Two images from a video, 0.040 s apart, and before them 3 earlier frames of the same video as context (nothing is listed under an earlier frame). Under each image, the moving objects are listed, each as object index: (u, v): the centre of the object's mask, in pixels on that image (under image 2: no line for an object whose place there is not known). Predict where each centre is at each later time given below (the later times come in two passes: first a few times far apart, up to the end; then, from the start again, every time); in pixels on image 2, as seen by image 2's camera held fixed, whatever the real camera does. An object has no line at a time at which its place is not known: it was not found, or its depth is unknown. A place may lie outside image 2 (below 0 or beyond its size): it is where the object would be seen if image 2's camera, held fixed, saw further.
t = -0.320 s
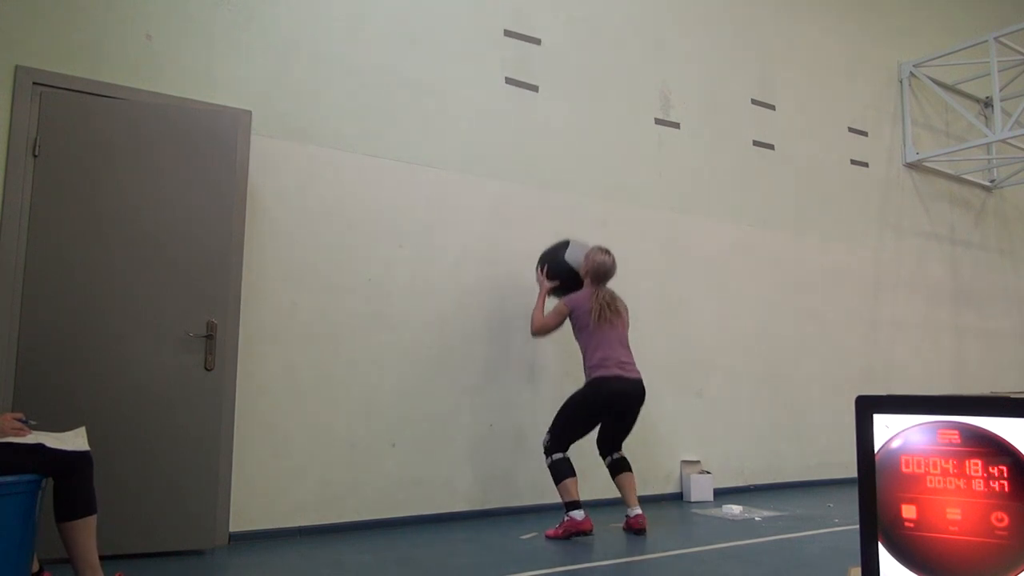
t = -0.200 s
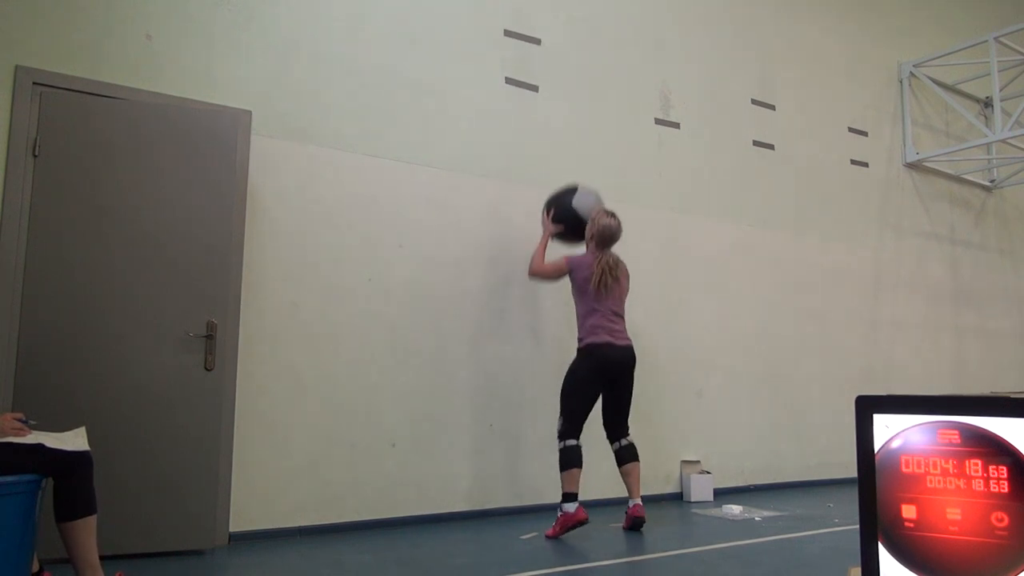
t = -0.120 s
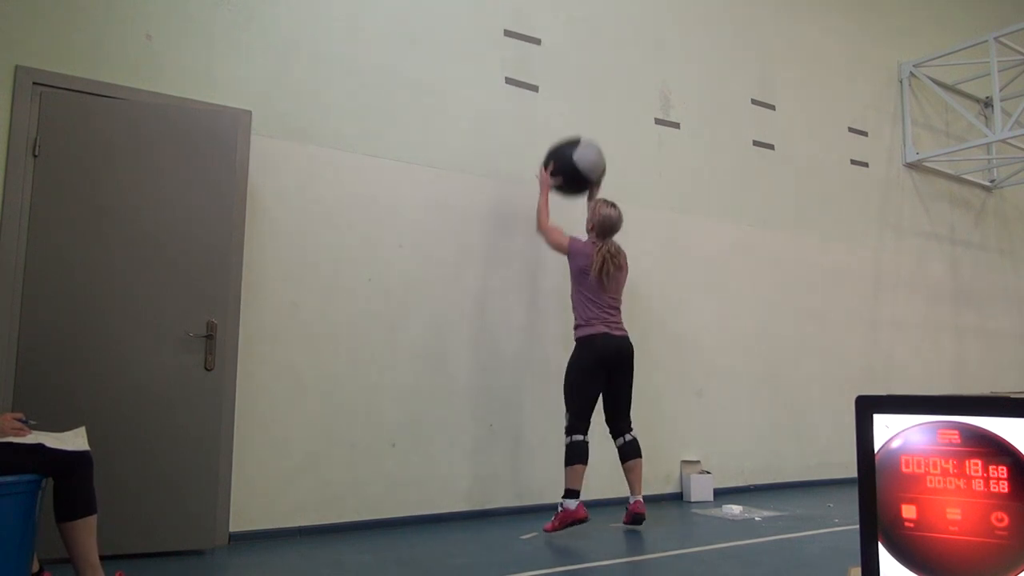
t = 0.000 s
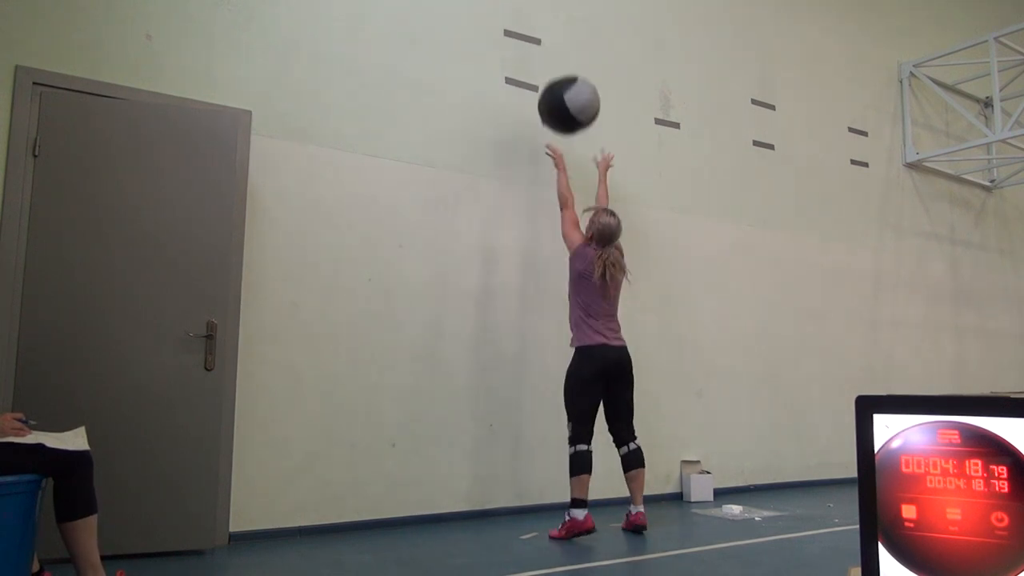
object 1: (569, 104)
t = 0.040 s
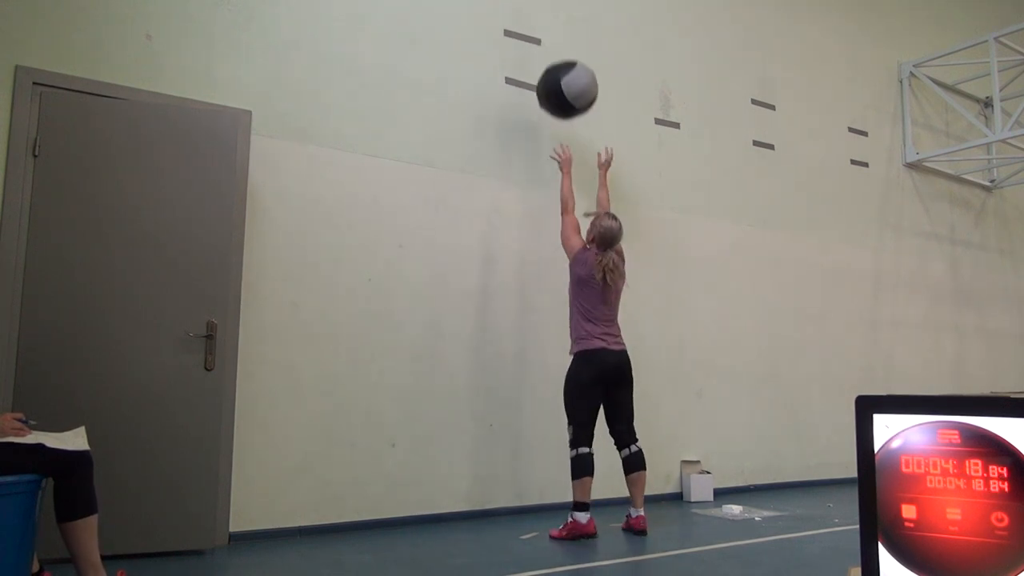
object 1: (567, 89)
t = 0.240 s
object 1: (558, 51)
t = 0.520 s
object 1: (546, 101)
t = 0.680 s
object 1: (551, 167)
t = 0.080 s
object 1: (565, 77)
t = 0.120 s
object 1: (563, 66)
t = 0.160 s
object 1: (562, 59)
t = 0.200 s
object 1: (560, 54)
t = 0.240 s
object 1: (558, 51)
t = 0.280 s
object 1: (556, 51)
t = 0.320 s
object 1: (555, 53)
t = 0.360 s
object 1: (553, 58)
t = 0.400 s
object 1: (551, 65)
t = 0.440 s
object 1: (550, 74)
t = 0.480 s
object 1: (547, 87)
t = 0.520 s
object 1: (546, 101)
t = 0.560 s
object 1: (546, 115)
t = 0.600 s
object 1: (548, 130)
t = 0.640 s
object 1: (549, 148)
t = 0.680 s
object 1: (551, 167)
